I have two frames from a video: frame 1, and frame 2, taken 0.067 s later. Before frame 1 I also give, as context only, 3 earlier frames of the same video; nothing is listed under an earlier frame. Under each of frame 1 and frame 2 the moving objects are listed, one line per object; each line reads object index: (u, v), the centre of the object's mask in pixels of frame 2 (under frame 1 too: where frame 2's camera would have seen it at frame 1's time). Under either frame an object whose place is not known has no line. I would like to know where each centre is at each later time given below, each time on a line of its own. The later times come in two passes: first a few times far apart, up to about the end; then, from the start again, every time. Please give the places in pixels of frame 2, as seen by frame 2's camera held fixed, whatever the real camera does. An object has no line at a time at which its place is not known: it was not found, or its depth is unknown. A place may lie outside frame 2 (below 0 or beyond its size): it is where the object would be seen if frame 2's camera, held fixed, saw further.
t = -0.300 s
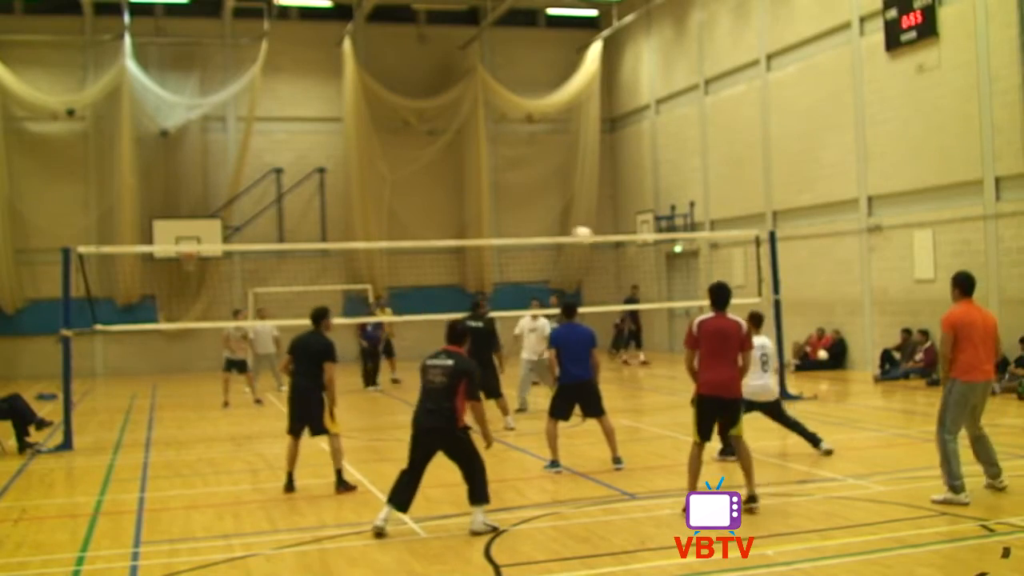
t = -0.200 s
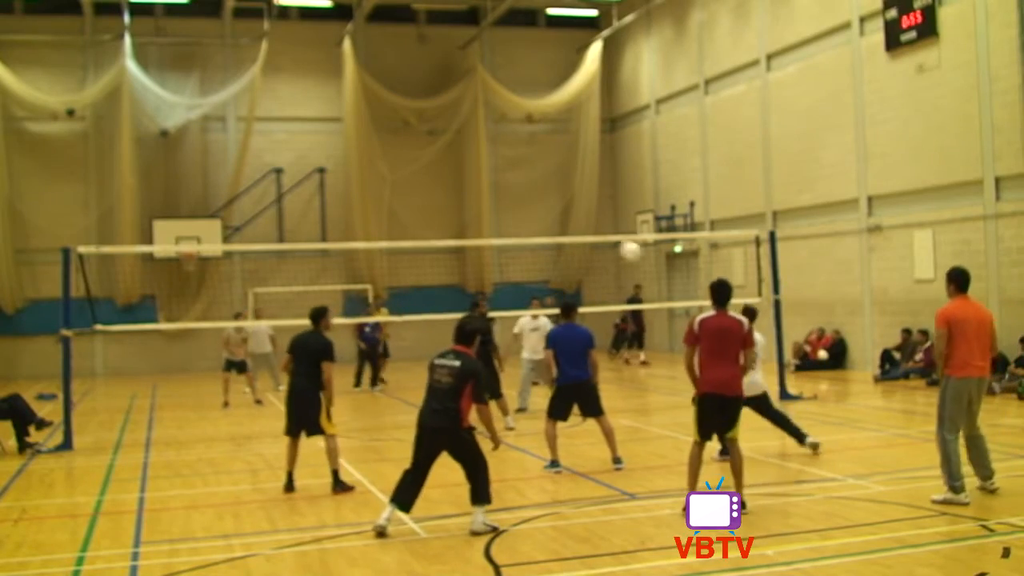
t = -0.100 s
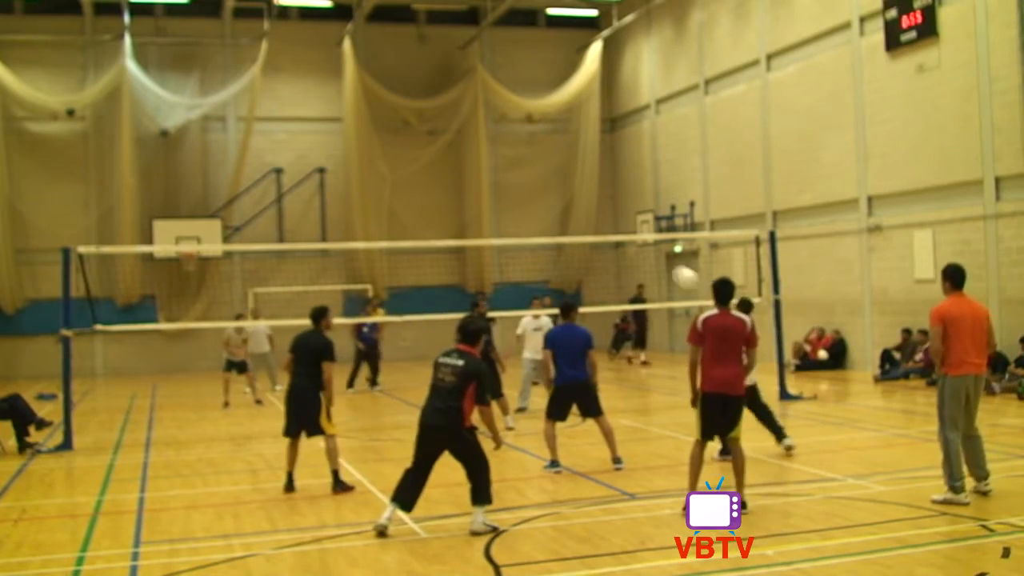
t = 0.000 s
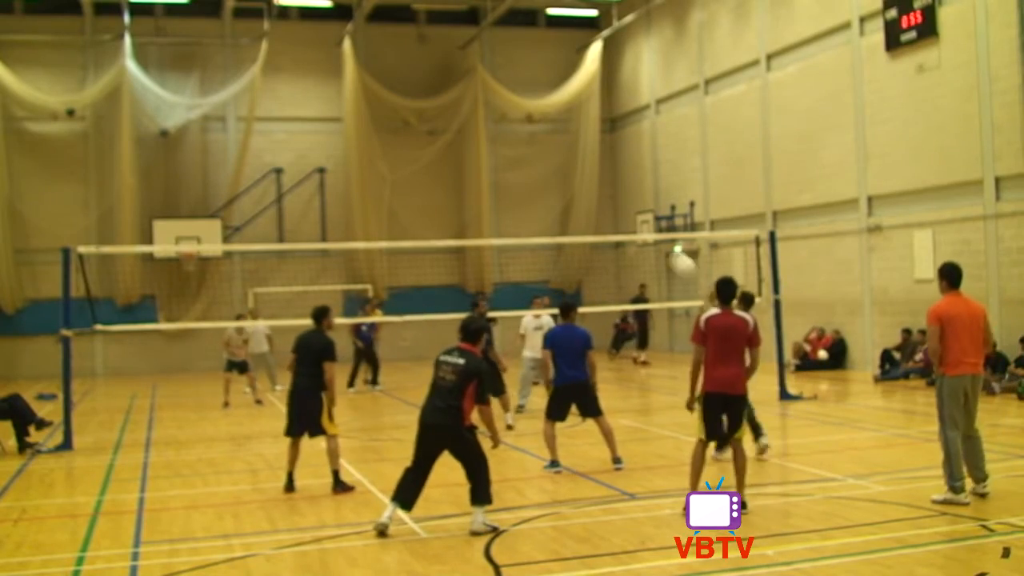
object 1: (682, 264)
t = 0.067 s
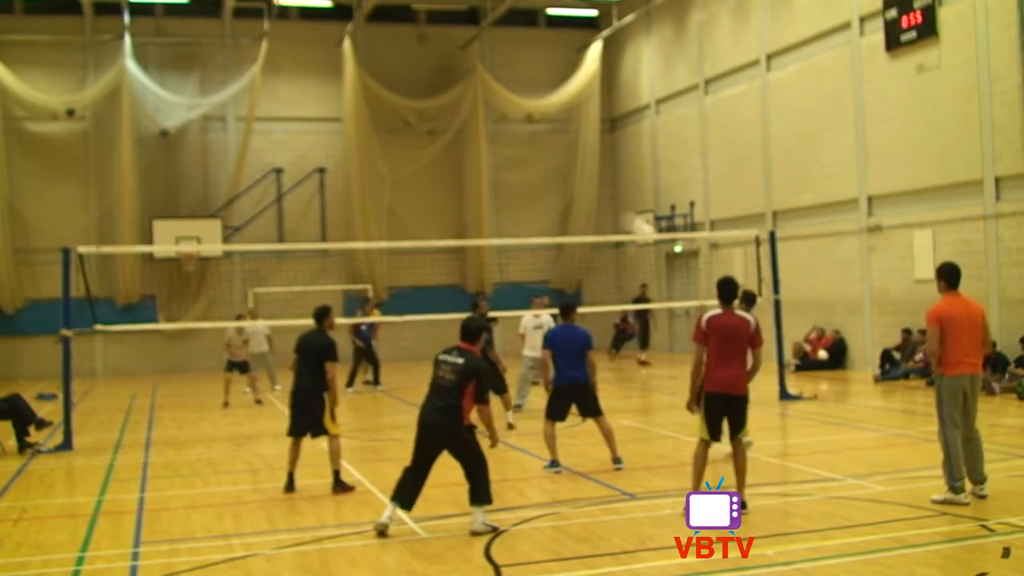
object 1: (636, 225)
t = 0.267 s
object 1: (536, 162)
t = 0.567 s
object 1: (423, 139)
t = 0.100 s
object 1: (621, 214)
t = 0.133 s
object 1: (602, 201)
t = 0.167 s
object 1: (583, 189)
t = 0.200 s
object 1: (567, 179)
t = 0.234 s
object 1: (551, 170)
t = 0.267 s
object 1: (536, 162)
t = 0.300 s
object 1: (521, 156)
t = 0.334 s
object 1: (506, 150)
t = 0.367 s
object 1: (494, 147)
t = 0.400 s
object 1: (480, 143)
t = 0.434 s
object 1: (467, 140)
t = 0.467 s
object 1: (455, 139)
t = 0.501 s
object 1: (444, 138)
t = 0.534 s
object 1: (433, 138)
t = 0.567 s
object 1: (423, 139)
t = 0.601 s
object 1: (412, 140)
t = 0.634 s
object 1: (402, 142)
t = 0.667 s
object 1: (393, 143)
